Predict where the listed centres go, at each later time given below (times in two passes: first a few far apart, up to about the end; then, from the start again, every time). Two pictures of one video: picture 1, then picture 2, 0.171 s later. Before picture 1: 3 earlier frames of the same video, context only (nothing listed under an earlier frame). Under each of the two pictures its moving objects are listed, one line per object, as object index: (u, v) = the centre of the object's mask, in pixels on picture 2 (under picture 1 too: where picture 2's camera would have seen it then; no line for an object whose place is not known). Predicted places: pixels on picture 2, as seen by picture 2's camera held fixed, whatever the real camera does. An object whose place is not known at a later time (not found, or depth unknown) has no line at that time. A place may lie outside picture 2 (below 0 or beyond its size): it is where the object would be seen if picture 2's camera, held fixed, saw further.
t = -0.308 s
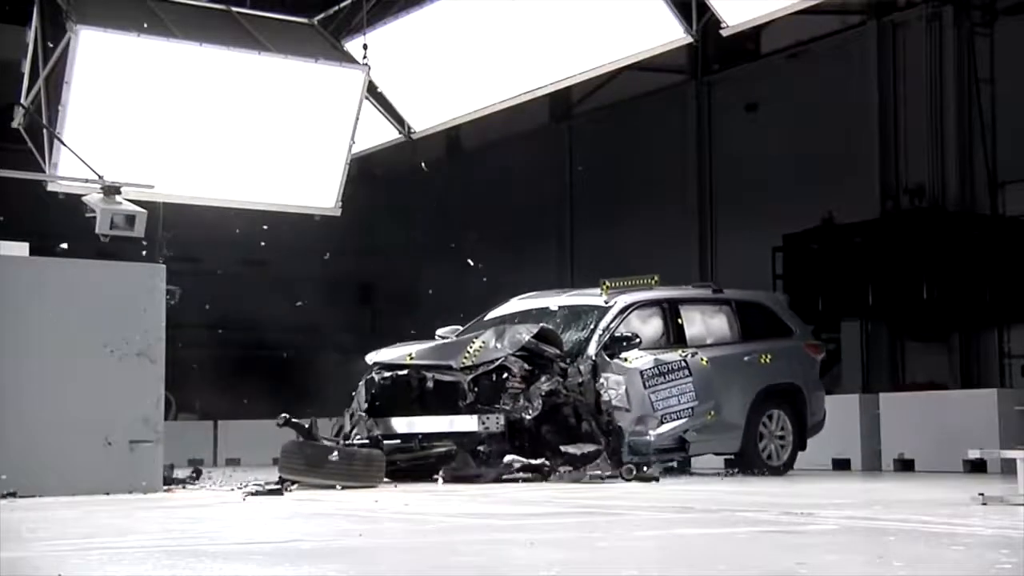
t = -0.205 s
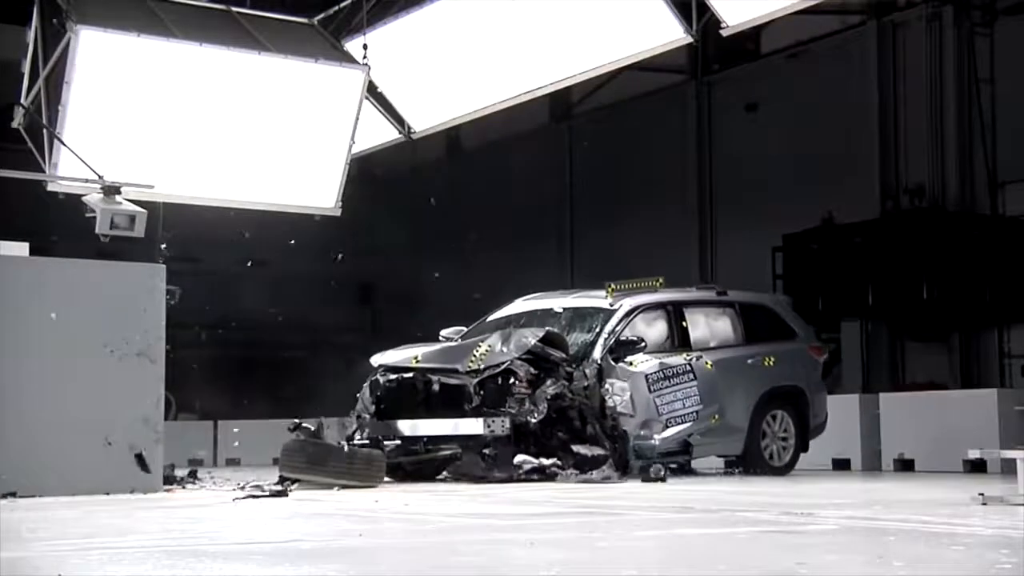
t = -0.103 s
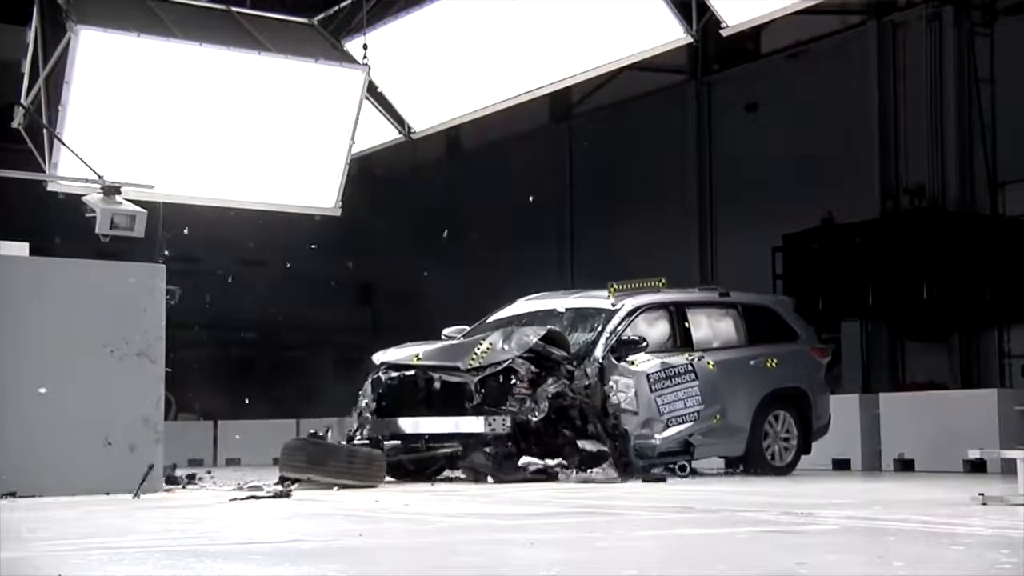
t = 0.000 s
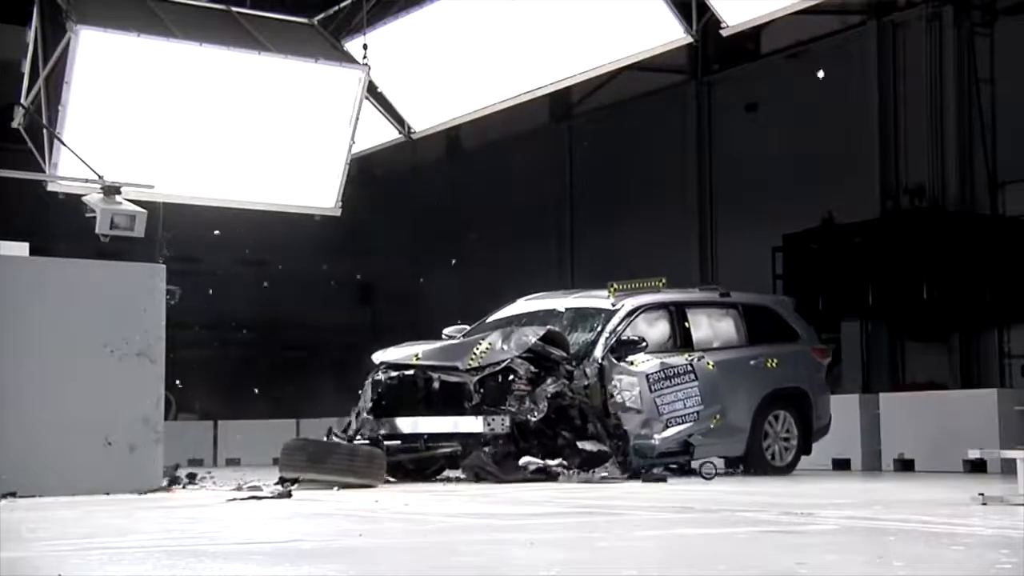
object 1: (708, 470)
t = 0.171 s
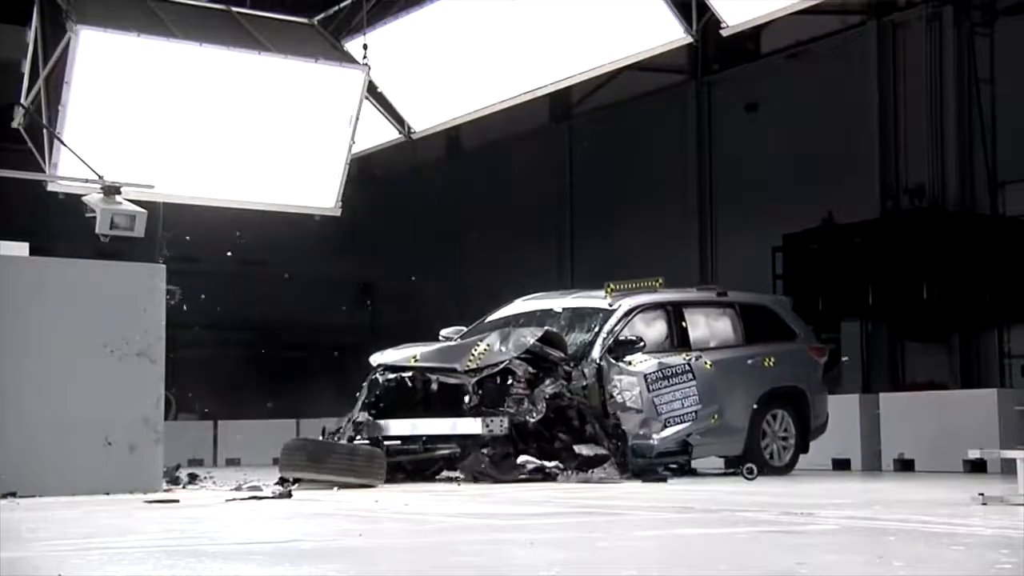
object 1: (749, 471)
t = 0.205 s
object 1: (758, 471)
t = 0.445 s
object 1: (814, 470)
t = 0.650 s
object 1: (860, 470)
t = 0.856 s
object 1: (906, 469)
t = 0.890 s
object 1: (914, 469)
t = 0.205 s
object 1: (758, 471)
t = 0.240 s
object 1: (766, 471)
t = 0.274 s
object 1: (774, 471)
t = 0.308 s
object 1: (783, 471)
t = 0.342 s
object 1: (791, 471)
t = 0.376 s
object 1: (799, 471)
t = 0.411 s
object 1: (806, 470)
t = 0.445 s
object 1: (814, 470)
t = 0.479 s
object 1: (822, 470)
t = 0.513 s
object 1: (829, 470)
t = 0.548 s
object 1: (837, 470)
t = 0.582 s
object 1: (845, 470)
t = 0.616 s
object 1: (853, 470)
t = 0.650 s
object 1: (860, 470)
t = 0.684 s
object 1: (868, 470)
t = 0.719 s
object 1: (876, 470)
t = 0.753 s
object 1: (883, 470)
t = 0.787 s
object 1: (891, 470)
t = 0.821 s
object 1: (898, 469)
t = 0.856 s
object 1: (906, 469)
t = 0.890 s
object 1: (914, 469)
